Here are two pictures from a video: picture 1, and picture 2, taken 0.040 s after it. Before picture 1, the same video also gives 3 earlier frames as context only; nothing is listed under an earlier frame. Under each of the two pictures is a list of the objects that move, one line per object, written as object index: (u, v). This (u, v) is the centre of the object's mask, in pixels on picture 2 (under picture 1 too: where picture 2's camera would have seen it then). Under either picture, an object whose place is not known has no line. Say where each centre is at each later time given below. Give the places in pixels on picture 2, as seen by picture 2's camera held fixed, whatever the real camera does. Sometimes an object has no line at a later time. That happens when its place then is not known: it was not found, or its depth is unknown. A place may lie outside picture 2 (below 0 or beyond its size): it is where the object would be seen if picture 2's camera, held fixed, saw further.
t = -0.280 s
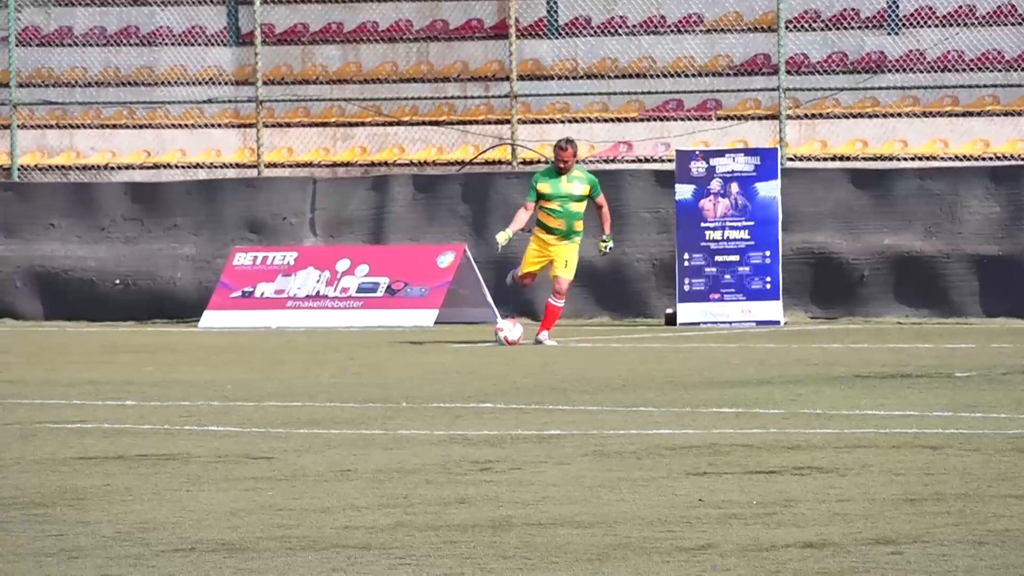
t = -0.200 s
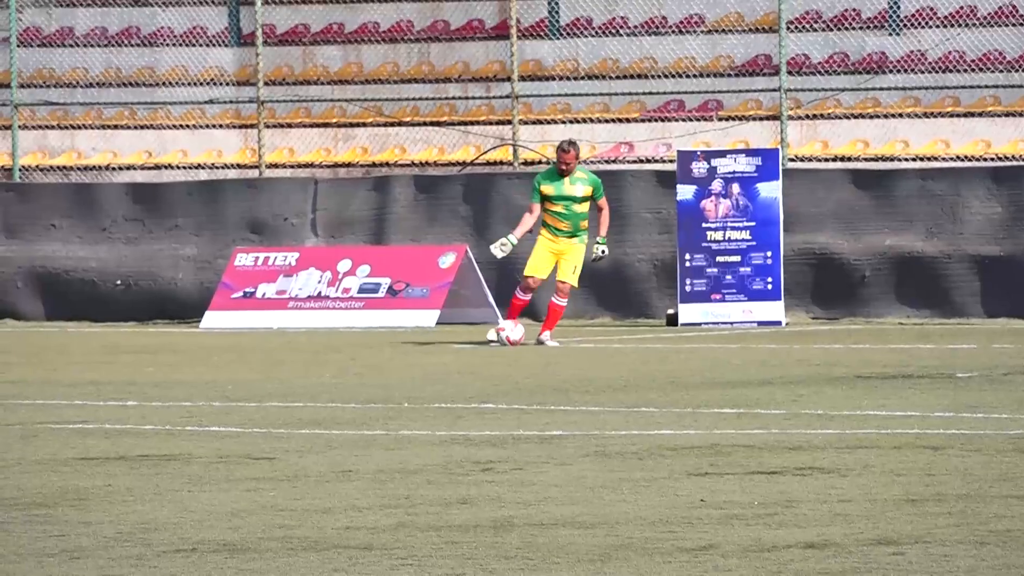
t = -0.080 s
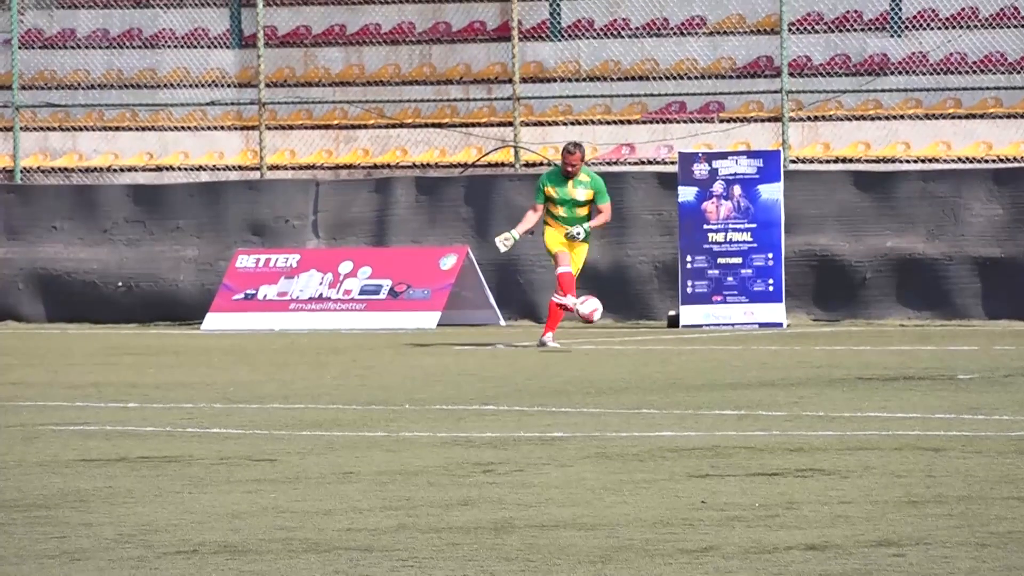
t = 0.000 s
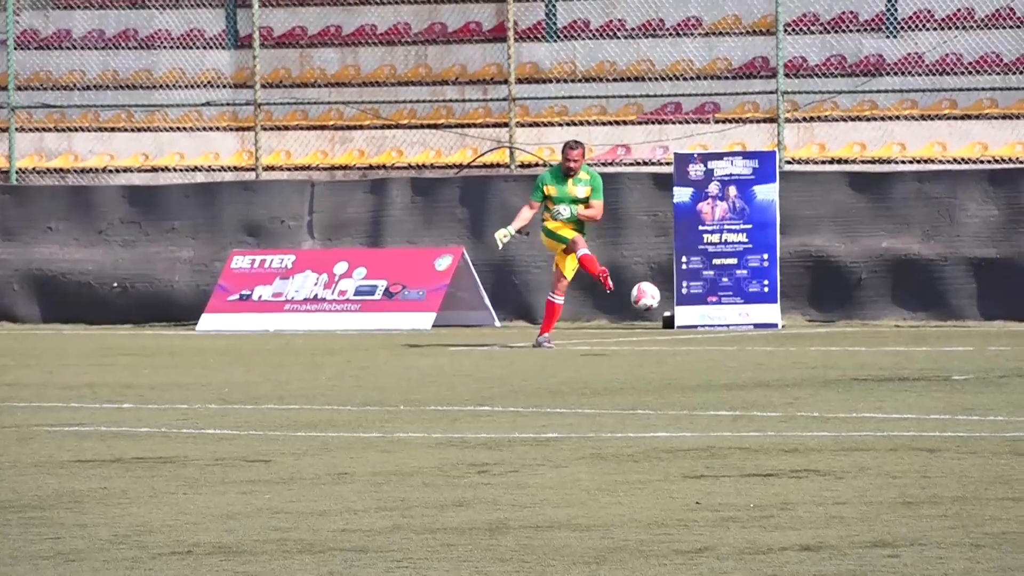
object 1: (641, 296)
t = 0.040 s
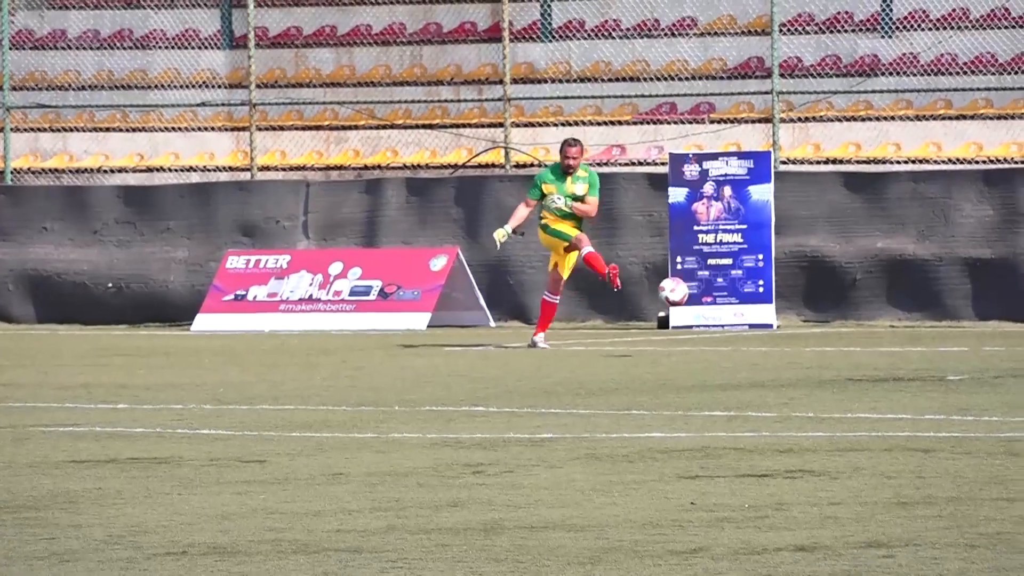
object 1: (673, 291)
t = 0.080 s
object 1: (705, 288)
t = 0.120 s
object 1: (737, 287)
